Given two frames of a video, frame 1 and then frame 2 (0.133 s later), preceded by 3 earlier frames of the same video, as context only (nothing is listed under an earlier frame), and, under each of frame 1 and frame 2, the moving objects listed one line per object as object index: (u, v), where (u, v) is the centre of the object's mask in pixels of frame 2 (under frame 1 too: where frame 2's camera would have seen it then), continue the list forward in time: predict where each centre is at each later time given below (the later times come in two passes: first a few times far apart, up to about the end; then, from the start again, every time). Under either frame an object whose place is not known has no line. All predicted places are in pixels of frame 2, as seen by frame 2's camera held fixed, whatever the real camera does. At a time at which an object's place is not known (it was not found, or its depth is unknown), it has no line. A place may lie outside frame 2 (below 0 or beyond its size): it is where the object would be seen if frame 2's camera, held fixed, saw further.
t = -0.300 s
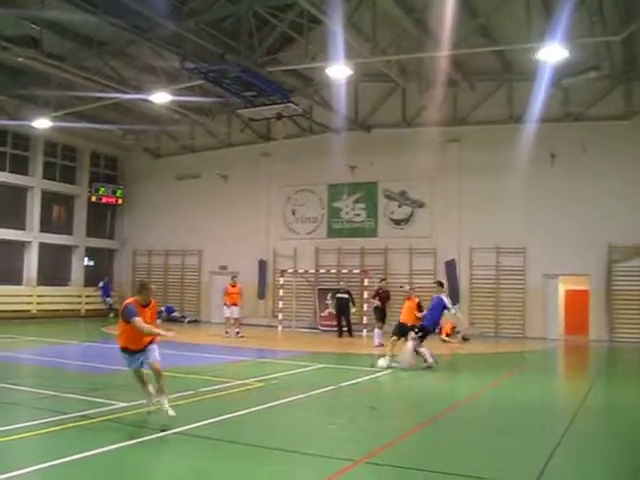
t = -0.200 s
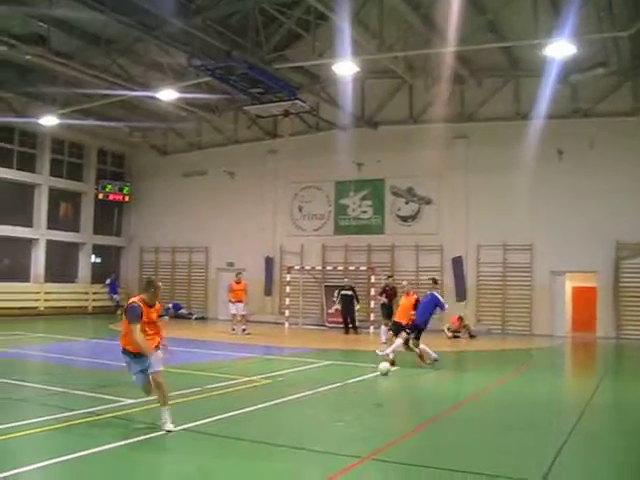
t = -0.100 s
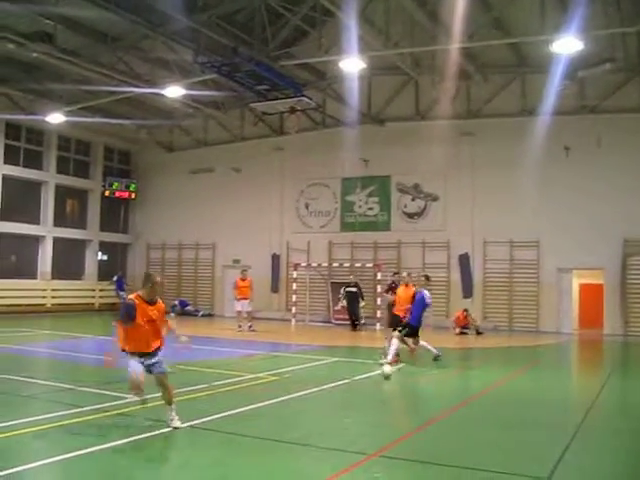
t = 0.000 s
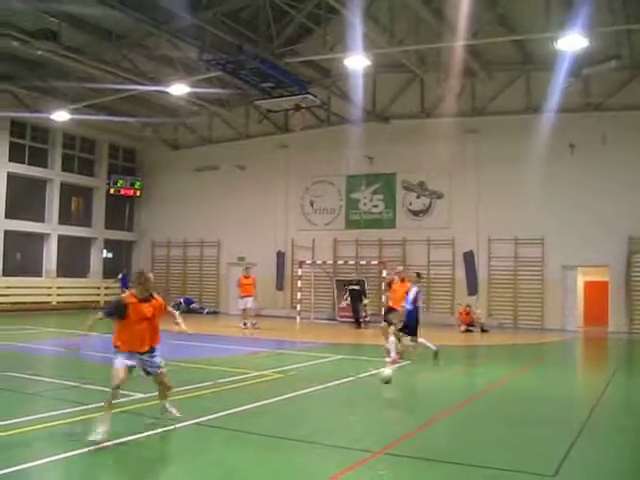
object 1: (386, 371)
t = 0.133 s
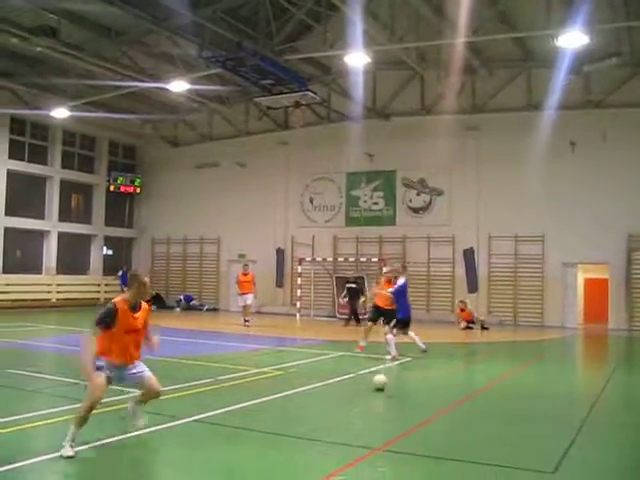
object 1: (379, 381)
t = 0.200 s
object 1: (376, 386)
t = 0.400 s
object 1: (365, 402)
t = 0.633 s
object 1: (350, 422)
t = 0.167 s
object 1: (377, 384)
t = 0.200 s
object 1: (376, 386)
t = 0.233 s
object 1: (375, 389)
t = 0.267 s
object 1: (373, 391)
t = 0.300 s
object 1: (371, 393)
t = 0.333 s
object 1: (369, 396)
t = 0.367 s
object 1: (368, 399)
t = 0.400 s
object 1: (365, 402)
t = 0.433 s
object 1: (364, 405)
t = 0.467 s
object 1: (362, 407)
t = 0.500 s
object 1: (359, 410)
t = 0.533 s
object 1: (357, 414)
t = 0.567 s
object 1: (355, 417)
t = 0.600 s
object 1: (352, 420)
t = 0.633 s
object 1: (350, 422)
